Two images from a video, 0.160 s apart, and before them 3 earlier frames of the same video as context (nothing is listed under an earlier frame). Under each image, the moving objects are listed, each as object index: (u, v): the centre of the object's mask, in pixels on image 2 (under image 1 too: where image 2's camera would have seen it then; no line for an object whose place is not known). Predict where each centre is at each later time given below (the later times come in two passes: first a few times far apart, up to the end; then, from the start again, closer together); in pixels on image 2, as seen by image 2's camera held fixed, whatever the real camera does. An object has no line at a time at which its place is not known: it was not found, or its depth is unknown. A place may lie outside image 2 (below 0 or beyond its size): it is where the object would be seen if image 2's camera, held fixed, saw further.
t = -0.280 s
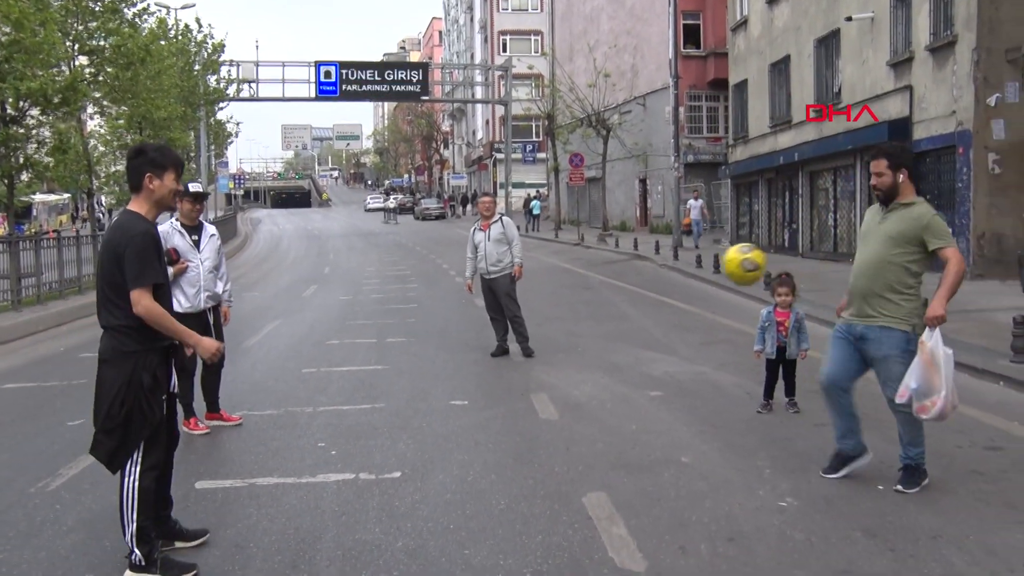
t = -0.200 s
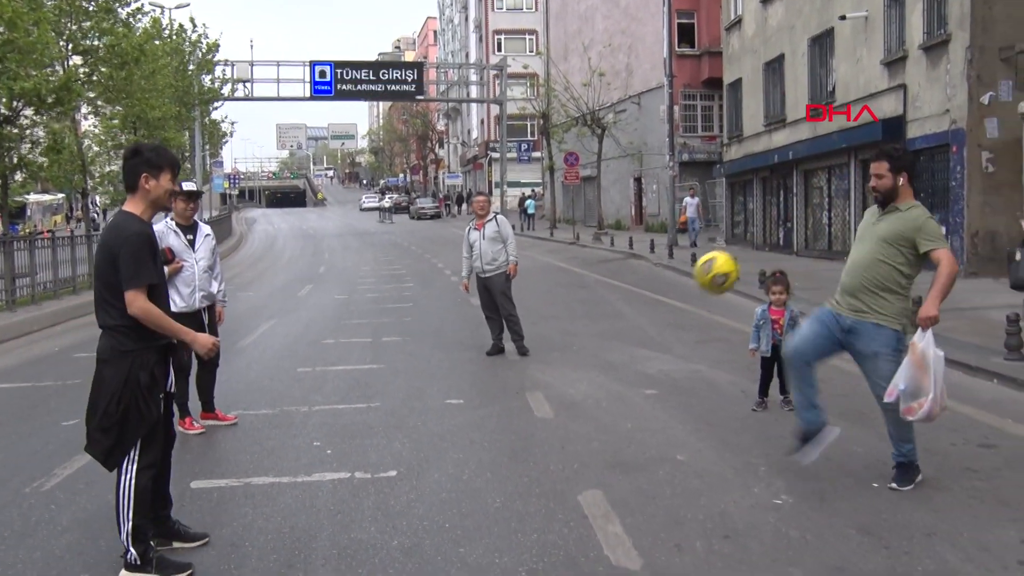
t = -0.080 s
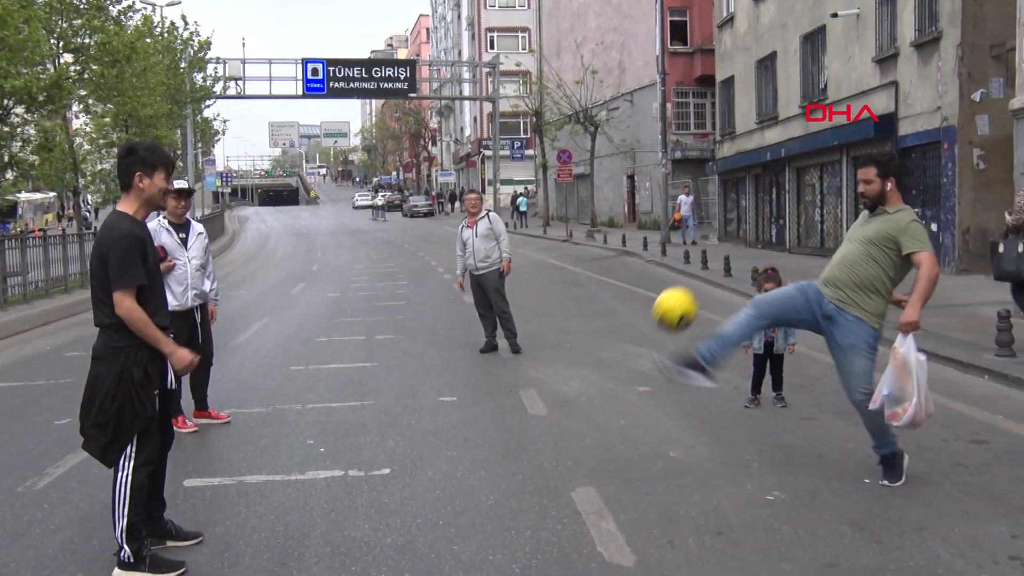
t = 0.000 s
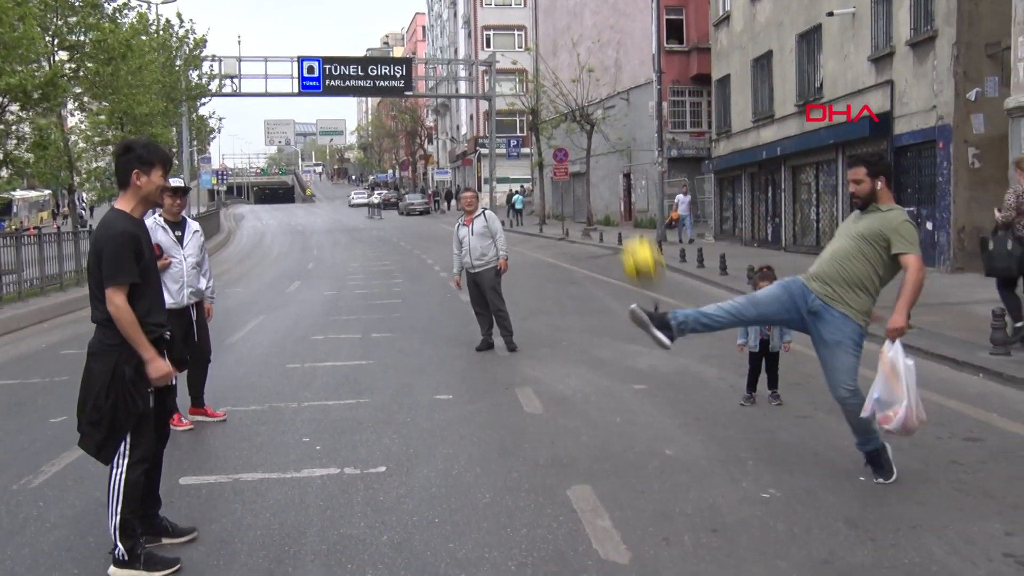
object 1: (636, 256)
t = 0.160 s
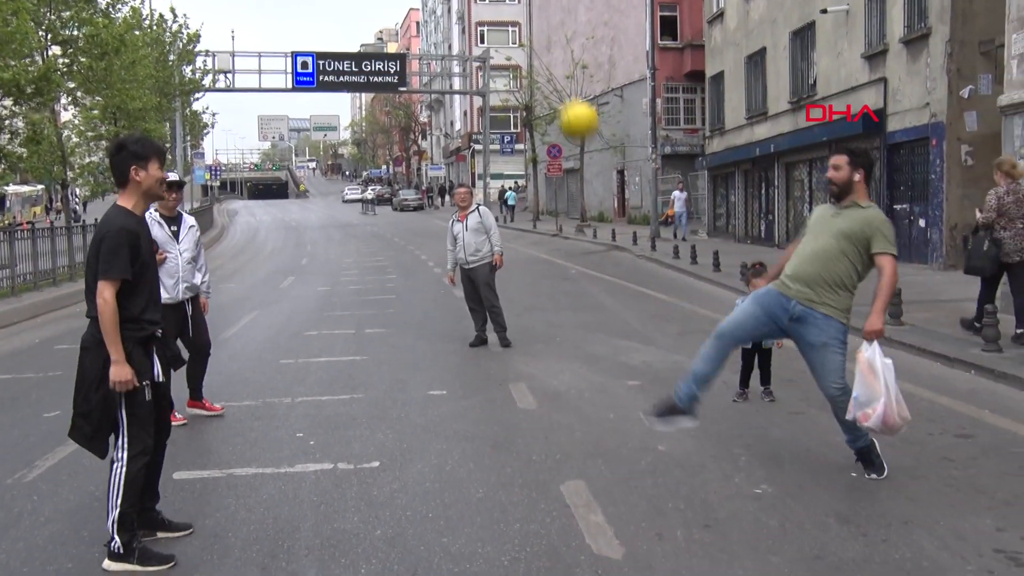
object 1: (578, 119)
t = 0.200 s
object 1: (565, 96)
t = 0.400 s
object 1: (502, 21)
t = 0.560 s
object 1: (457, 20)
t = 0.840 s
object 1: (391, 98)
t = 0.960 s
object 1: (367, 167)
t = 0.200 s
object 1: (565, 96)
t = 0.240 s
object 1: (551, 73)
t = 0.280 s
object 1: (538, 55)
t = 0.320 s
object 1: (526, 40)
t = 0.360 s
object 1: (514, 29)
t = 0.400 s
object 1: (502, 21)
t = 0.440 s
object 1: (490, 19)
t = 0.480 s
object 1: (479, 18)
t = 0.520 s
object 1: (468, 18)
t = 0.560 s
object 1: (457, 20)
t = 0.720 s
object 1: (418, 48)
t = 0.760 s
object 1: (409, 61)
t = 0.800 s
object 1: (400, 78)
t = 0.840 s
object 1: (391, 98)
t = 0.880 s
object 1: (383, 118)
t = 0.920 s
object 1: (375, 142)
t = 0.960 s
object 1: (367, 167)
